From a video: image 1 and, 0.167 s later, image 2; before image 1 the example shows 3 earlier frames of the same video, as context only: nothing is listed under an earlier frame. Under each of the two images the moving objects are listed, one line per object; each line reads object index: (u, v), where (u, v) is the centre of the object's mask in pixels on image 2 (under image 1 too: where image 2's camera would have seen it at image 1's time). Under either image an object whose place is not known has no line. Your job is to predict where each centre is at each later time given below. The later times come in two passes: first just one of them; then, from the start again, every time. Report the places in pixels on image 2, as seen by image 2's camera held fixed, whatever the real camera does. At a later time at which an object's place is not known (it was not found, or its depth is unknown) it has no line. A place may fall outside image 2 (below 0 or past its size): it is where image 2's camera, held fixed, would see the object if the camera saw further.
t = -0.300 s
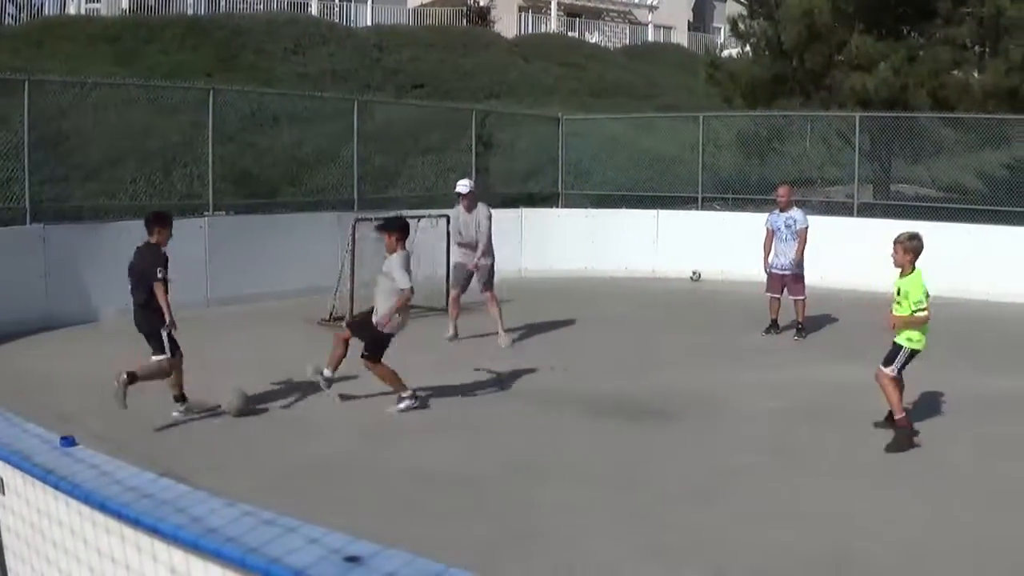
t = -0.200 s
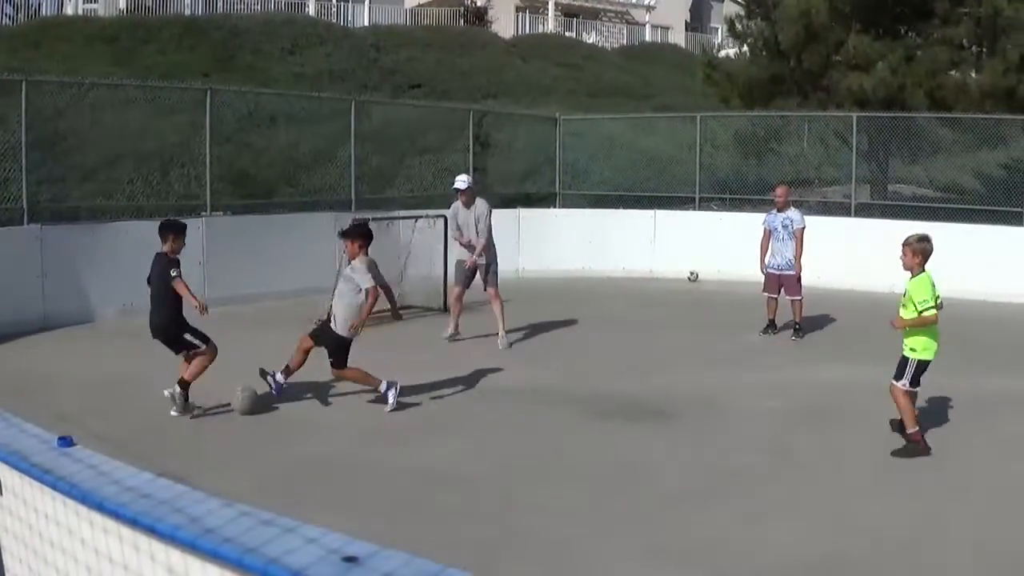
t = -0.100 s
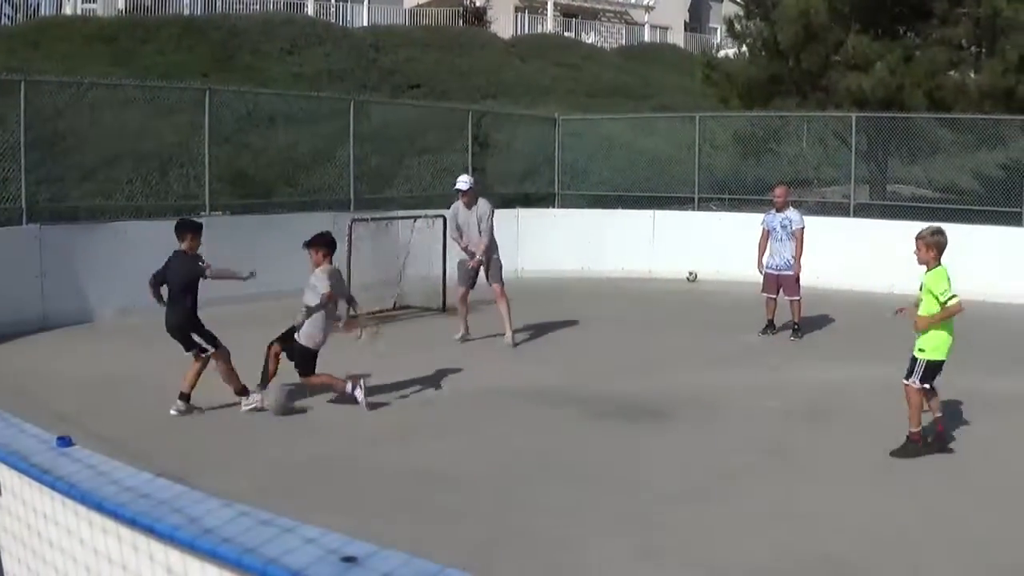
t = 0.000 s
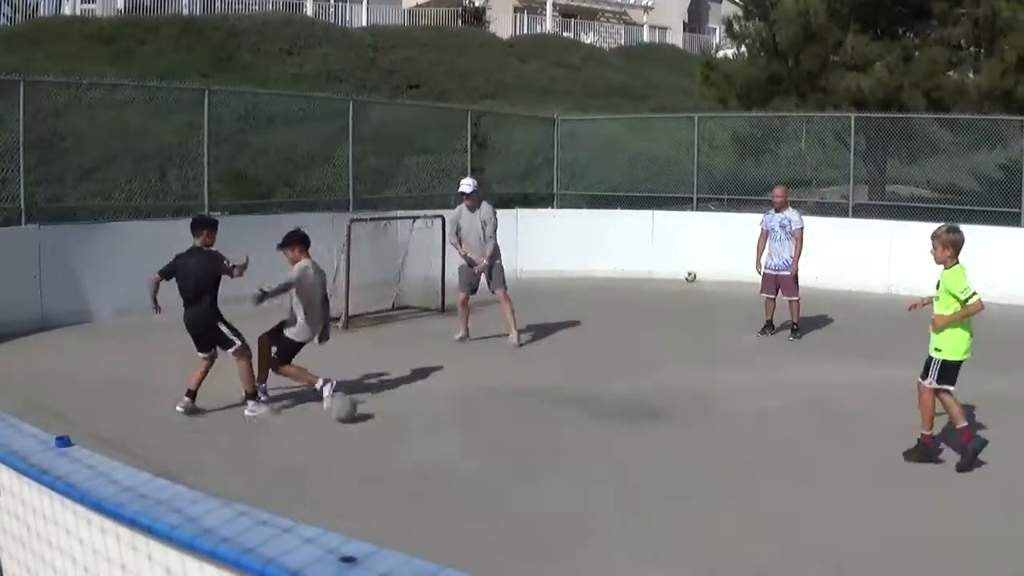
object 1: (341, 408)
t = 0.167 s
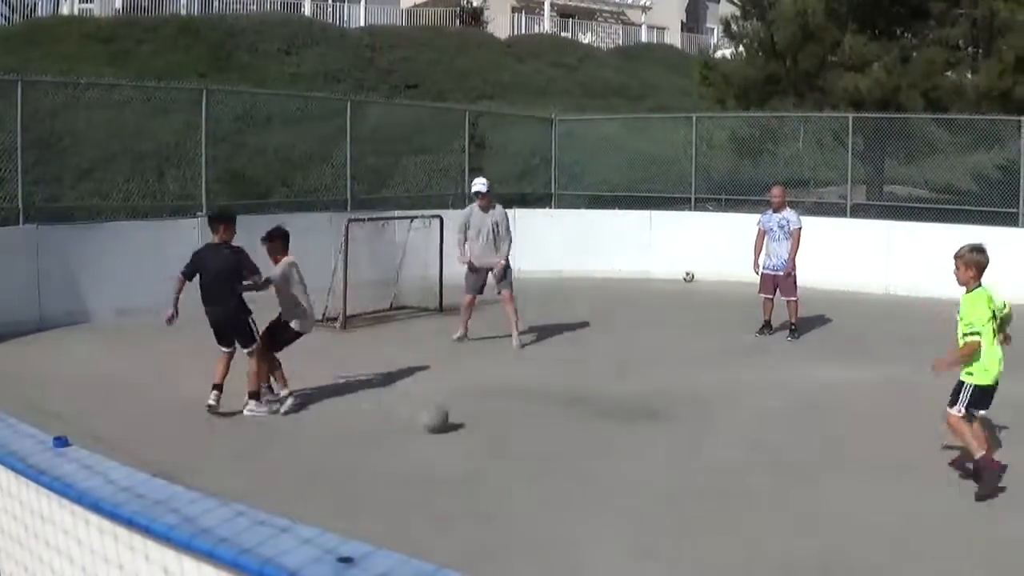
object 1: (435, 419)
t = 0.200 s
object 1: (450, 420)
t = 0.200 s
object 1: (450, 420)
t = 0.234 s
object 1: (469, 424)
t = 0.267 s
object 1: (482, 423)
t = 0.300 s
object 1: (498, 425)
